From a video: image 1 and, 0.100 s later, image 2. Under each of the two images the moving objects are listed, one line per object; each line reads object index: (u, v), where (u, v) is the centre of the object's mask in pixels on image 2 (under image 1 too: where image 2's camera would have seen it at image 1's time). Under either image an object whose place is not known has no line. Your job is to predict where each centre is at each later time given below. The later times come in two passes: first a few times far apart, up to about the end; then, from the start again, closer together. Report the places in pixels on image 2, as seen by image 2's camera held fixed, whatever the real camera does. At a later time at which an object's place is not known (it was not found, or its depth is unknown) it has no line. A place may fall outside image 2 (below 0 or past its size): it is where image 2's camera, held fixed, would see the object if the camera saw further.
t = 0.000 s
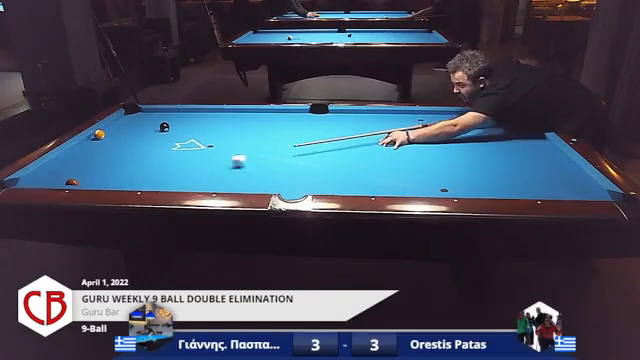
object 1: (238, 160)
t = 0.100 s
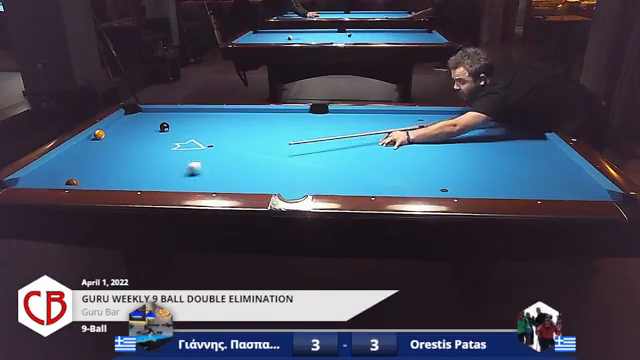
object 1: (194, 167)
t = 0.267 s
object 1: (115, 179)
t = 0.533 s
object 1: (83, 175)
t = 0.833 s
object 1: (73, 164)
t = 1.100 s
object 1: (65, 155)
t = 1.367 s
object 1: (84, 147)
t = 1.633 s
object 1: (104, 140)
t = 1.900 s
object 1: (122, 133)
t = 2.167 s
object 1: (138, 127)
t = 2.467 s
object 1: (155, 121)
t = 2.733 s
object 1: (168, 117)
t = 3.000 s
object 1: (179, 113)
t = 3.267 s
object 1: (188, 110)
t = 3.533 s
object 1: (191, 112)
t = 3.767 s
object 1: (194, 114)
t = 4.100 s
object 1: (197, 116)
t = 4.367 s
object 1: (200, 118)
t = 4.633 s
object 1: (202, 119)
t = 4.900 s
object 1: (204, 120)
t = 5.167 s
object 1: (205, 121)
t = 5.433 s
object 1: (206, 122)
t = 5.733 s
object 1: (207, 123)
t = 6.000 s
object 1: (207, 123)
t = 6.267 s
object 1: (207, 123)
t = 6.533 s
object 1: (207, 123)
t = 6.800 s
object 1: (207, 123)
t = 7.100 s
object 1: (207, 123)
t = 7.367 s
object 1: (207, 123)
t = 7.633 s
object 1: (207, 123)
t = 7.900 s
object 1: (207, 123)
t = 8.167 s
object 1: (207, 123)
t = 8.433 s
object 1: (207, 123)
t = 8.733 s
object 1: (207, 123)
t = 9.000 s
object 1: (207, 123)
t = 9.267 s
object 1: (207, 123)
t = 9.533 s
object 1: (207, 123)
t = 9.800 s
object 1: (207, 123)
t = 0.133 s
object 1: (178, 170)
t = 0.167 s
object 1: (163, 172)
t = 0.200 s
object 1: (148, 175)
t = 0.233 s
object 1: (132, 177)
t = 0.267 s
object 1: (115, 179)
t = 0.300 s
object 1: (99, 181)
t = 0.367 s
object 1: (86, 181)
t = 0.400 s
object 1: (86, 180)
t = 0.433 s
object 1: (86, 179)
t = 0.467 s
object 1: (86, 178)
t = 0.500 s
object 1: (84, 177)
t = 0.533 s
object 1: (83, 175)
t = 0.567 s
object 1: (82, 174)
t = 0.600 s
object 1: (81, 173)
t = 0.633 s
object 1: (80, 171)
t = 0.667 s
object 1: (78, 170)
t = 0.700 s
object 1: (77, 169)
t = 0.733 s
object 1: (76, 167)
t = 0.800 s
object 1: (74, 165)
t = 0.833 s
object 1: (73, 164)
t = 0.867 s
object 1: (71, 163)
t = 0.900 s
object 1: (71, 162)
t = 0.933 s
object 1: (70, 161)
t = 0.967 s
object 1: (69, 160)
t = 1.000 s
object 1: (68, 158)
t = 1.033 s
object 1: (67, 157)
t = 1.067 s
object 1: (66, 156)
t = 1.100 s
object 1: (65, 155)
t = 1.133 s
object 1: (64, 155)
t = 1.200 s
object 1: (70, 152)
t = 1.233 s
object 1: (72, 151)
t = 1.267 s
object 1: (75, 150)
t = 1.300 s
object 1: (78, 149)
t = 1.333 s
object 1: (81, 148)
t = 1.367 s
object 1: (84, 147)
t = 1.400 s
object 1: (86, 146)
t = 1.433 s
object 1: (89, 146)
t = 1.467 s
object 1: (91, 145)
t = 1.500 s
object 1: (94, 144)
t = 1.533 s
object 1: (97, 143)
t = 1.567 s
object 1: (100, 142)
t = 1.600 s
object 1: (102, 141)
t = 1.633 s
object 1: (104, 140)
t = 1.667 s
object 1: (107, 139)
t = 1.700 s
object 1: (109, 138)
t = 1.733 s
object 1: (111, 137)
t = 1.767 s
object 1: (113, 137)
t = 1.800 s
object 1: (116, 136)
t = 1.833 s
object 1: (118, 135)
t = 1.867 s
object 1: (120, 134)
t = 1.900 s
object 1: (122, 133)
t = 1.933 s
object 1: (125, 133)
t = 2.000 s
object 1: (129, 131)
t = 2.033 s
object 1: (131, 131)
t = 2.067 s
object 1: (133, 130)
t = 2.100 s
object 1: (135, 129)
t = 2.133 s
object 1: (137, 128)
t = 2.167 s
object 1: (138, 127)
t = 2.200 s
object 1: (140, 127)
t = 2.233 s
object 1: (142, 126)
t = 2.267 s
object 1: (144, 125)
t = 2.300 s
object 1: (146, 125)
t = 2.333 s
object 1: (148, 124)
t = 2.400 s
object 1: (152, 123)
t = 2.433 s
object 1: (153, 122)
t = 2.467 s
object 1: (155, 121)
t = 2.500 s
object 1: (156, 121)
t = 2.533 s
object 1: (158, 120)
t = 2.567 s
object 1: (160, 119)
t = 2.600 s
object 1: (161, 118)
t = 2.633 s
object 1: (163, 118)
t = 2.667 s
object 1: (165, 118)
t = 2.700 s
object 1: (167, 117)
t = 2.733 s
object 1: (168, 117)
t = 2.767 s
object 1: (169, 116)
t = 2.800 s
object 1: (171, 116)
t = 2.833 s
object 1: (173, 115)
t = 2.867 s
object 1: (174, 115)
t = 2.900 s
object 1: (175, 114)
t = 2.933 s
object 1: (177, 114)
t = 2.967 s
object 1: (178, 113)
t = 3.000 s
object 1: (179, 113)
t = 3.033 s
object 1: (181, 112)
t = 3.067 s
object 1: (182, 112)
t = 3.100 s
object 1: (184, 111)
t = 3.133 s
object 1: (185, 111)
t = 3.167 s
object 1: (186, 110)
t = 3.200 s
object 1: (187, 110)
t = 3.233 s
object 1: (188, 110)
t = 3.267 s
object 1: (188, 110)
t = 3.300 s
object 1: (189, 111)
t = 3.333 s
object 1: (189, 111)
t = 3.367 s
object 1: (189, 111)
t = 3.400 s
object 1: (190, 111)
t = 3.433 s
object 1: (190, 112)
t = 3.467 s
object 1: (190, 112)
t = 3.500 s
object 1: (191, 112)
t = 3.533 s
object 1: (191, 112)
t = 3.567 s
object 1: (192, 112)
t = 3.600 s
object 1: (192, 113)
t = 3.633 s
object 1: (192, 113)
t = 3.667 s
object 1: (192, 113)
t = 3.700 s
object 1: (193, 113)
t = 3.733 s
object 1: (194, 113)
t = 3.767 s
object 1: (194, 114)
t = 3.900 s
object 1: (194, 114)
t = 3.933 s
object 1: (195, 114)
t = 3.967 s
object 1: (195, 115)
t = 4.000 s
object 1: (196, 115)
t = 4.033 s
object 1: (196, 115)
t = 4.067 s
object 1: (197, 116)
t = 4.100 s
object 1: (197, 116)
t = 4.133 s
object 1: (197, 116)
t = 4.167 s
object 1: (198, 117)
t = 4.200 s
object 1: (198, 117)
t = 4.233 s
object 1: (199, 117)
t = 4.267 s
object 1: (199, 117)
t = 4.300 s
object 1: (199, 117)
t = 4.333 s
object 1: (200, 117)
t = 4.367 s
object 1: (200, 118)
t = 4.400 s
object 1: (200, 118)
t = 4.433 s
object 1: (200, 118)
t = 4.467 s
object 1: (201, 118)
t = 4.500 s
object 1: (201, 118)
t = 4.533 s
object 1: (201, 118)
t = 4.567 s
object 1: (202, 119)
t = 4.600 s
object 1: (202, 119)
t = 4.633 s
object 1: (202, 119)
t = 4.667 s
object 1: (202, 119)
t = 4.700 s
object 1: (203, 119)
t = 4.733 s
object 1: (203, 119)
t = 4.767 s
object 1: (203, 119)
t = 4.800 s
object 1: (203, 120)
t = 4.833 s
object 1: (203, 120)
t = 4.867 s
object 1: (204, 120)
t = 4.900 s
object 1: (204, 120)
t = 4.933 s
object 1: (204, 120)
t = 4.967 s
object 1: (204, 120)
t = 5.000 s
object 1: (204, 120)
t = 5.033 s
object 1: (204, 121)
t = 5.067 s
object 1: (205, 121)
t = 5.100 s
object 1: (205, 121)
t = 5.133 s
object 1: (205, 121)
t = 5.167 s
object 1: (205, 121)
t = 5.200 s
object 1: (205, 121)
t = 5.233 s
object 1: (205, 121)
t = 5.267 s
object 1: (205, 121)
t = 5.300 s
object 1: (205, 122)
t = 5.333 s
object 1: (205, 122)
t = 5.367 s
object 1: (206, 122)
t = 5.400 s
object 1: (206, 122)
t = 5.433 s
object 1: (206, 122)
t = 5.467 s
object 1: (206, 122)
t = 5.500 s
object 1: (206, 122)
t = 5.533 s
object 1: (206, 122)
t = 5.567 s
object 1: (206, 123)
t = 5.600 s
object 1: (206, 123)
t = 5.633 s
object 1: (206, 123)
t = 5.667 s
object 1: (207, 123)
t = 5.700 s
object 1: (207, 123)
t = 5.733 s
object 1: (207, 123)
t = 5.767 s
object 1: (207, 123)
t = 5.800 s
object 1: (207, 123)
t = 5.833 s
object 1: (207, 123)
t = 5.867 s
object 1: (207, 123)
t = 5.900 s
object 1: (207, 123)
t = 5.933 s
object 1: (207, 123)
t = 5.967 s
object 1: (207, 123)
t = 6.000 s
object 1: (207, 123)
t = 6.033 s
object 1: (207, 123)
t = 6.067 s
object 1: (207, 123)
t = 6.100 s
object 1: (207, 123)
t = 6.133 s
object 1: (207, 123)
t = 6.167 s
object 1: (207, 123)
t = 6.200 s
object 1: (207, 123)
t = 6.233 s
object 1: (207, 123)
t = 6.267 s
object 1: (207, 123)
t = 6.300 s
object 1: (207, 123)
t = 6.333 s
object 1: (207, 123)
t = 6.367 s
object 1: (207, 123)
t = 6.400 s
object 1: (207, 123)
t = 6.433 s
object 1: (207, 123)
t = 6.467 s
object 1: (207, 123)
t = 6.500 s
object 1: (207, 123)
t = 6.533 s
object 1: (207, 123)
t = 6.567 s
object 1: (207, 123)
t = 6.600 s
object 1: (207, 123)
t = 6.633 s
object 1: (207, 123)
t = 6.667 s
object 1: (207, 123)
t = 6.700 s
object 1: (207, 123)
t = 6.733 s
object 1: (207, 123)
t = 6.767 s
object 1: (207, 123)
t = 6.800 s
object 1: (207, 123)
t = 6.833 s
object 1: (207, 123)
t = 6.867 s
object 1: (207, 123)
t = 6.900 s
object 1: (207, 123)
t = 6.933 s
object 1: (207, 123)
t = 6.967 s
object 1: (207, 123)
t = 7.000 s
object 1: (207, 123)
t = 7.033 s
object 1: (207, 123)
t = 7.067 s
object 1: (207, 123)
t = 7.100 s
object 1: (207, 123)
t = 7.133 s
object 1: (207, 123)
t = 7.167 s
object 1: (207, 123)
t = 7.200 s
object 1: (207, 123)
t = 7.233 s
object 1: (207, 123)
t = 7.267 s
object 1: (207, 123)
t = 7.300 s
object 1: (207, 123)
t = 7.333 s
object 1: (207, 123)
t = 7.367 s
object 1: (207, 123)
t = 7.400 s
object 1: (207, 123)
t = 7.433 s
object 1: (207, 123)
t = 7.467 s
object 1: (207, 123)
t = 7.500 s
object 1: (207, 123)
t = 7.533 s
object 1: (207, 123)
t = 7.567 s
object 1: (207, 123)
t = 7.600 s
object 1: (207, 123)
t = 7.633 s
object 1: (207, 123)
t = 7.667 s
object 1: (207, 123)
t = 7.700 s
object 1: (207, 123)
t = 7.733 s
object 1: (207, 123)
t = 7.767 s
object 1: (207, 123)
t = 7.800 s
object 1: (207, 123)
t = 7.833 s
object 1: (207, 123)
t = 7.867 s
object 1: (207, 123)
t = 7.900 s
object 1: (207, 123)
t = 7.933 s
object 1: (207, 123)
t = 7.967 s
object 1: (207, 123)
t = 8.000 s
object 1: (207, 123)
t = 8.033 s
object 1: (207, 123)
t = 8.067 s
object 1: (207, 123)
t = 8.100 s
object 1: (207, 123)
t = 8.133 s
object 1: (207, 123)
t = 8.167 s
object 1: (207, 123)
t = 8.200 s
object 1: (207, 123)
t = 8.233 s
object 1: (207, 123)
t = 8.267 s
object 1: (207, 123)
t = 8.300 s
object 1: (207, 123)
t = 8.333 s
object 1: (207, 123)
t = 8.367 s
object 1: (207, 123)
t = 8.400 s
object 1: (207, 123)
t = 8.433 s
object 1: (207, 123)
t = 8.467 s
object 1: (207, 123)
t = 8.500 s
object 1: (207, 123)
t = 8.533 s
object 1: (207, 123)
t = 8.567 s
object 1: (207, 123)
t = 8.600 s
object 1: (207, 123)
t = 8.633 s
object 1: (207, 123)
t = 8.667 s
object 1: (207, 123)
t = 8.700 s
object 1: (207, 123)
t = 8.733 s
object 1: (207, 123)
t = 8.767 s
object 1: (207, 123)
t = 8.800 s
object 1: (207, 123)
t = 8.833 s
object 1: (207, 123)
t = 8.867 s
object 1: (207, 123)
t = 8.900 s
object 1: (207, 123)
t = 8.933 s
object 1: (207, 123)
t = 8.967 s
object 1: (207, 123)
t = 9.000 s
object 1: (207, 123)
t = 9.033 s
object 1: (207, 123)
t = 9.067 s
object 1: (207, 123)
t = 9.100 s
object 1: (207, 123)
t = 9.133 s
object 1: (207, 123)
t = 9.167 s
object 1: (207, 123)
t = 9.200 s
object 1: (207, 123)
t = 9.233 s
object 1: (207, 123)
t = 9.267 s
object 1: (207, 123)
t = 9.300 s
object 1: (207, 123)
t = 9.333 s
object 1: (207, 123)
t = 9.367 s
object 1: (207, 123)
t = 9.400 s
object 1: (207, 123)
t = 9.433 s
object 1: (207, 123)
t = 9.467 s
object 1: (207, 123)
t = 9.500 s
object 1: (207, 123)
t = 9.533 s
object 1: (207, 123)
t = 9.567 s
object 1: (207, 123)
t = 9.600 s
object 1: (207, 123)
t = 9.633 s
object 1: (207, 123)
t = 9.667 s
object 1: (207, 123)
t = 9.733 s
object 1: (207, 123)
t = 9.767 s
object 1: (207, 123)
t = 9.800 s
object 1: (207, 123)
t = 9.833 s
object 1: (207, 123)
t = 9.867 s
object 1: (207, 123)
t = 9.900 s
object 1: (207, 123)
